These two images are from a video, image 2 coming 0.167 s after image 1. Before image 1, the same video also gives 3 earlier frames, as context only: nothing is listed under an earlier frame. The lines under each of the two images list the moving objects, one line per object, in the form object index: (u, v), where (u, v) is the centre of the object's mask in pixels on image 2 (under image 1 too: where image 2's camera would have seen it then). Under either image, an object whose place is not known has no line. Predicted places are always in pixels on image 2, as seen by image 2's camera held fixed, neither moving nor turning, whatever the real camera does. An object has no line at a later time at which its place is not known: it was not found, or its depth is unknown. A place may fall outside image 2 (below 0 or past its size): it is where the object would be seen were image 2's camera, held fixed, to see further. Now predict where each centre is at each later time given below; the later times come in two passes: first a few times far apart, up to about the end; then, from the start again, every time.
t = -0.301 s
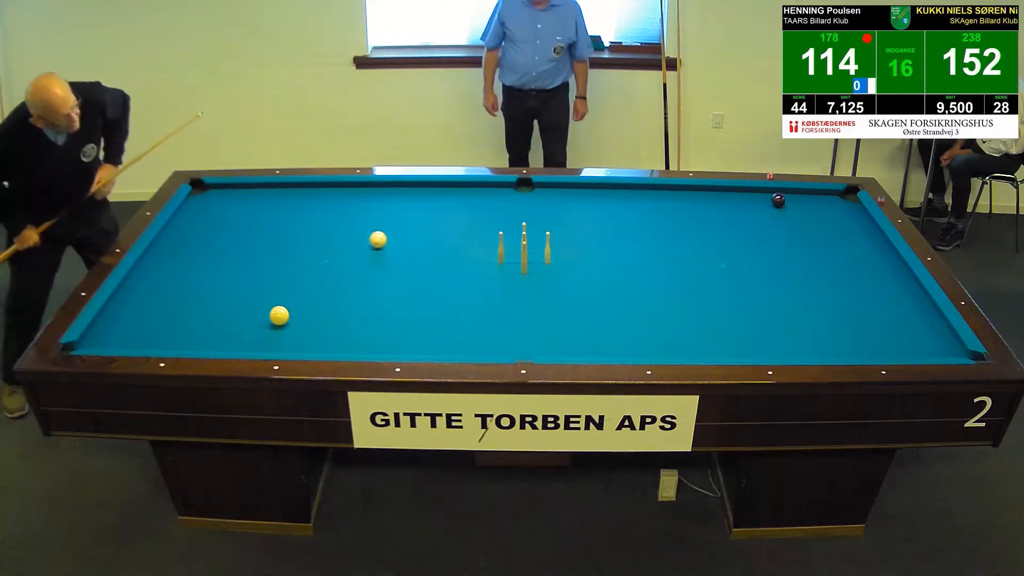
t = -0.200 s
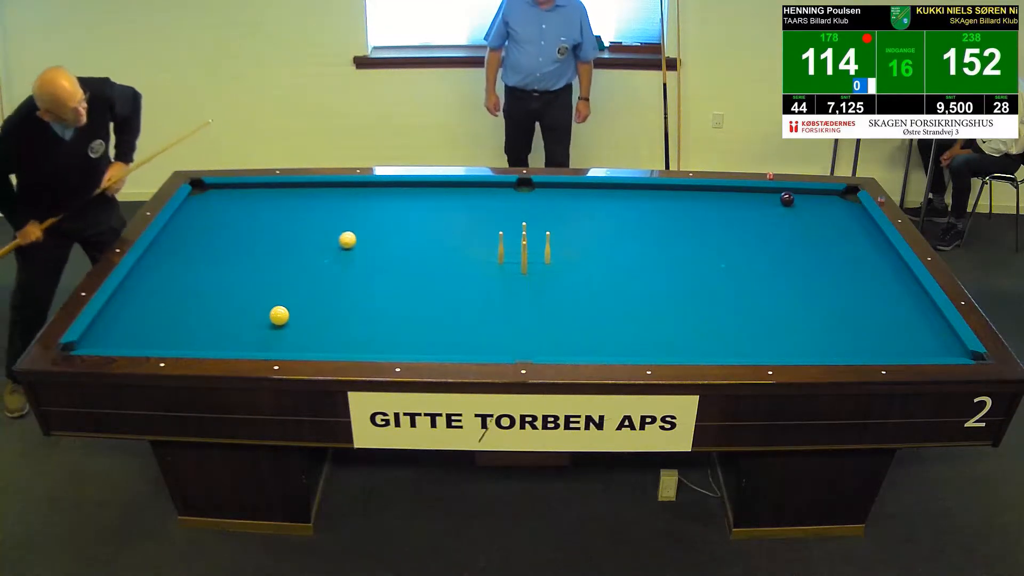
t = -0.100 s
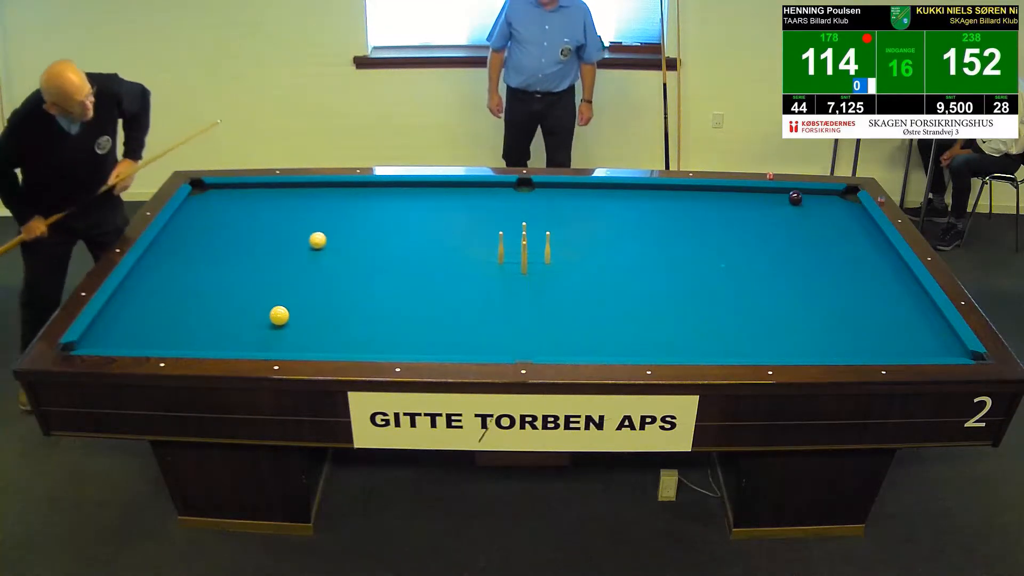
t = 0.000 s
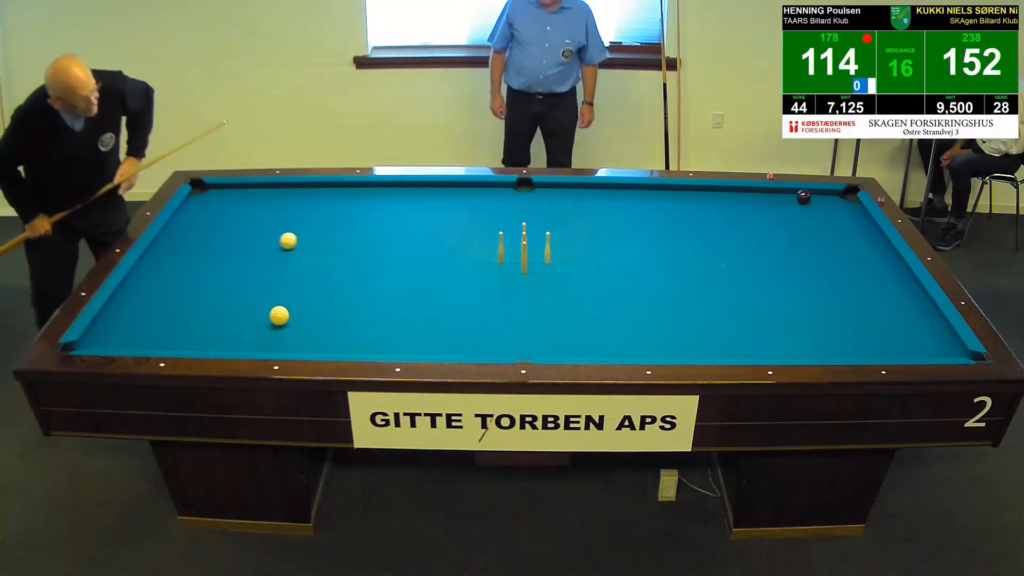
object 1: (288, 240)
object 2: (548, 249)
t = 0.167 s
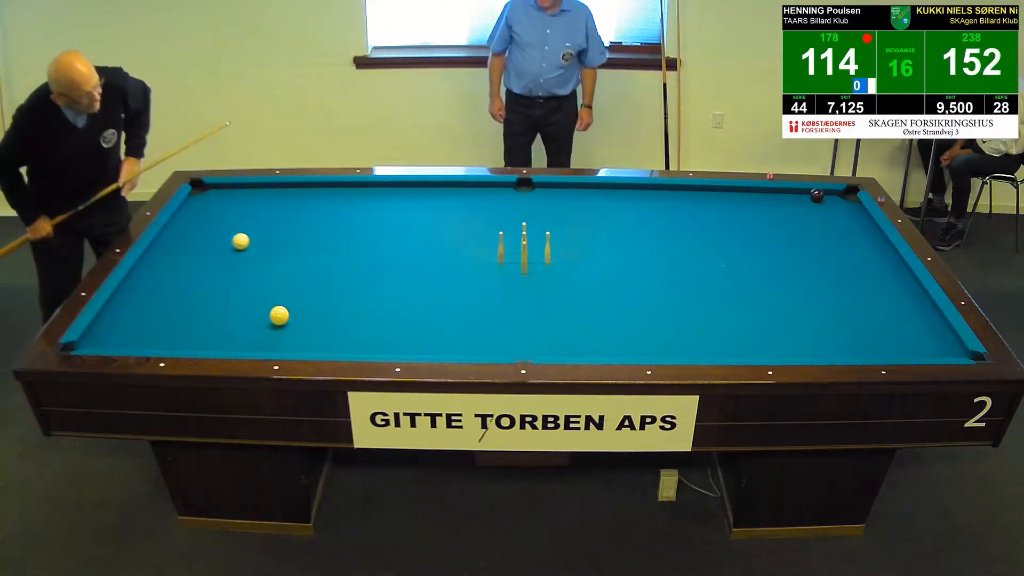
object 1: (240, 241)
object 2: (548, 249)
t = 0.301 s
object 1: (203, 241)
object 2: (548, 249)
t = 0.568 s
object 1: (173, 243)
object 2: (548, 249)
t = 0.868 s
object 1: (221, 243)
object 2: (548, 249)
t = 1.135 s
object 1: (264, 243)
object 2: (548, 249)
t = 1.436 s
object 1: (313, 244)
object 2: (547, 249)
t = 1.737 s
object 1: (361, 245)
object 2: (547, 248)
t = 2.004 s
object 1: (404, 246)
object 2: (548, 248)
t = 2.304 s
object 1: (452, 248)
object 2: (548, 249)
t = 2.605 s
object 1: (498, 249)
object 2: (548, 249)
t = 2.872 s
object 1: (538, 250)
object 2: (548, 249)
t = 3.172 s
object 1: (583, 252)
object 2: (558, 264)
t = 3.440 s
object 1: (621, 253)
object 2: (563, 269)
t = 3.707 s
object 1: (662, 254)
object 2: (563, 271)
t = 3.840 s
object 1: (684, 255)
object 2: (564, 271)
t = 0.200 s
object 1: (231, 241)
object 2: (548, 249)
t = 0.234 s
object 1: (222, 241)
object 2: (548, 249)
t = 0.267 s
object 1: (212, 241)
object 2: (548, 249)
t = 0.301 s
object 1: (203, 241)
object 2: (548, 249)
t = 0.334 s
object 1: (195, 242)
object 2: (548, 249)
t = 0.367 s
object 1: (185, 242)
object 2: (548, 249)
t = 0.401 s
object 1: (176, 242)
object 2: (548, 249)
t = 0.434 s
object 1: (168, 242)
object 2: (548, 249)
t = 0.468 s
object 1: (159, 243)
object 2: (548, 249)
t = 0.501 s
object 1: (160, 242)
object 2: (548, 249)
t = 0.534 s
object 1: (167, 243)
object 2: (548, 249)
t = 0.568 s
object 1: (173, 243)
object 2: (548, 249)
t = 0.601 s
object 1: (179, 243)
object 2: (548, 249)
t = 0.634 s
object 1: (184, 243)
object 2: (548, 249)
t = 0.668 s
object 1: (189, 243)
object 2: (548, 249)
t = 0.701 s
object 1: (195, 243)
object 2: (548, 249)
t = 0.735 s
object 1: (200, 243)
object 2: (548, 249)
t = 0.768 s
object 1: (205, 243)
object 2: (548, 249)
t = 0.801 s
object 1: (211, 243)
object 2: (548, 249)
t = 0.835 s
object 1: (216, 243)
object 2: (548, 249)
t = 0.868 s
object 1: (221, 243)
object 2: (548, 249)
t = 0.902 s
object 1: (227, 243)
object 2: (548, 249)
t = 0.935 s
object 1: (232, 243)
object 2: (548, 249)
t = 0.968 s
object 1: (237, 243)
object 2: (548, 249)
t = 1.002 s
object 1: (243, 243)
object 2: (548, 249)
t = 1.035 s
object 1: (248, 243)
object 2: (548, 248)
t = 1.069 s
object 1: (253, 243)
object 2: (548, 248)
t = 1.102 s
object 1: (259, 243)
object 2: (548, 249)
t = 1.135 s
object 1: (264, 243)
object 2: (548, 249)
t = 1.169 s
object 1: (270, 244)
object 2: (548, 249)
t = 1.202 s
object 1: (275, 244)
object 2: (548, 249)
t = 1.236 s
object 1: (280, 244)
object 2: (548, 249)
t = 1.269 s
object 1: (286, 244)
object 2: (547, 249)
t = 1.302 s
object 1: (291, 244)
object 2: (547, 249)
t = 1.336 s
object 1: (297, 244)
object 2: (547, 249)
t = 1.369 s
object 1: (302, 244)
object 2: (547, 249)
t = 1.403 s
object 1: (307, 244)
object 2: (547, 249)
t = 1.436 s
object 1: (313, 244)
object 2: (547, 249)
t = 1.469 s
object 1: (318, 244)
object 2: (547, 249)
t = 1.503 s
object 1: (323, 244)
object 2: (547, 249)
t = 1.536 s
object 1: (329, 245)
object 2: (547, 249)
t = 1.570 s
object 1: (334, 245)
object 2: (547, 249)
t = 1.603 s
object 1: (339, 245)
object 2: (547, 249)
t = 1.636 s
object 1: (345, 245)
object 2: (547, 249)
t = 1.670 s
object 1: (350, 245)
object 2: (547, 249)
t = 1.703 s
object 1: (356, 245)
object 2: (547, 248)
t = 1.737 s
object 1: (361, 245)
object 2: (547, 248)
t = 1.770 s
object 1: (366, 245)
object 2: (547, 248)
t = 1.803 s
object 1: (372, 245)
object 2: (547, 249)
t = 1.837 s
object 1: (377, 245)
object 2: (547, 249)
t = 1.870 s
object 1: (383, 246)
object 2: (547, 249)
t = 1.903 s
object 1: (388, 246)
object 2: (547, 249)
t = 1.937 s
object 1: (393, 246)
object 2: (547, 249)
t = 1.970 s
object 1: (399, 246)
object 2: (547, 249)
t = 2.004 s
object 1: (404, 246)
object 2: (548, 248)
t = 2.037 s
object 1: (409, 247)
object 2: (548, 248)
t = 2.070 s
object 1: (415, 247)
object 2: (548, 249)
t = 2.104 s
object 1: (420, 247)
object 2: (548, 249)
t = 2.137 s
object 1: (425, 247)
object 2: (548, 249)
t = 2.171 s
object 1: (430, 247)
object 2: (548, 249)
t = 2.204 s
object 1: (436, 247)
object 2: (548, 249)
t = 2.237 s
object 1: (441, 247)
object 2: (547, 249)
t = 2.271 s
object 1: (447, 247)
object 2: (548, 249)
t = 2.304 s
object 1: (452, 248)
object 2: (548, 249)
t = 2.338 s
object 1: (457, 248)
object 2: (548, 249)
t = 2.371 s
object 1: (462, 248)
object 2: (548, 249)
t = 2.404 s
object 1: (467, 248)
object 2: (548, 249)
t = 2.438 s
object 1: (473, 248)
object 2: (548, 249)
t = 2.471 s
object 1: (478, 248)
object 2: (548, 249)
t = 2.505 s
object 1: (483, 248)
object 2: (548, 249)
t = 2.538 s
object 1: (488, 249)
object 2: (548, 249)
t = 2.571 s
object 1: (492, 248)
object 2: (548, 249)
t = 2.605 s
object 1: (498, 249)
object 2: (548, 249)
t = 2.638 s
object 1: (507, 249)
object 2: (548, 249)
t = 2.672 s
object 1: (510, 249)
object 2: (548, 249)
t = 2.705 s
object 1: (513, 249)
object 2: (548, 249)
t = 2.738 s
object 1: (516, 249)
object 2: (548, 249)
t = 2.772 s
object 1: (522, 249)
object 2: (548, 249)
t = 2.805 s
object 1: (532, 250)
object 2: (548, 249)
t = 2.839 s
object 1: (534, 250)
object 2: (548, 249)
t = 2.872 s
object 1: (538, 250)
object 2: (548, 249)
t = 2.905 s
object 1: (541, 250)
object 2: (548, 249)
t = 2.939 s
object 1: (548, 250)
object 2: (549, 250)
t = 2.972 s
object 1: (555, 250)
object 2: (550, 251)
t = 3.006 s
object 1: (560, 251)
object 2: (551, 251)
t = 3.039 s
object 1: (564, 251)
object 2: (552, 252)
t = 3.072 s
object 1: (569, 251)
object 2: (553, 253)
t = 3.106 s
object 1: (574, 251)
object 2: (554, 255)
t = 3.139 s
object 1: (579, 251)
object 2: (556, 258)
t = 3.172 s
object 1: (583, 252)
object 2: (558, 264)
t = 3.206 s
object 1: (588, 252)
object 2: (559, 268)
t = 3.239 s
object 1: (593, 252)
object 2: (560, 265)
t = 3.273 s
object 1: (598, 252)
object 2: (560, 264)
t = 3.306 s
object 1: (602, 252)
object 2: (561, 265)
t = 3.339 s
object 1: (607, 252)
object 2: (562, 269)
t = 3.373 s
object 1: (612, 252)
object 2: (562, 269)
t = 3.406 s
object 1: (616, 252)
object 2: (562, 268)
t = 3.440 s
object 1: (621, 253)
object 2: (563, 269)
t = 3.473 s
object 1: (626, 253)
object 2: (563, 271)
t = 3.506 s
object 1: (630, 253)
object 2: (563, 270)
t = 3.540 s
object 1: (635, 253)
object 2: (563, 271)
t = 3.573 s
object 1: (639, 253)
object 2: (563, 271)
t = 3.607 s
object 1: (644, 253)
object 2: (563, 271)
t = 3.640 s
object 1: (653, 254)
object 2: (563, 271)
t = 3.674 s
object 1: (657, 254)
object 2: (563, 271)
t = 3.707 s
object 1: (662, 254)
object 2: (563, 271)
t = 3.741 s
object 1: (666, 254)
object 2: (563, 271)
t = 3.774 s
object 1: (675, 254)
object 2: (564, 271)
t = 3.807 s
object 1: (679, 254)
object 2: (564, 271)
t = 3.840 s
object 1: (684, 255)
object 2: (564, 271)
